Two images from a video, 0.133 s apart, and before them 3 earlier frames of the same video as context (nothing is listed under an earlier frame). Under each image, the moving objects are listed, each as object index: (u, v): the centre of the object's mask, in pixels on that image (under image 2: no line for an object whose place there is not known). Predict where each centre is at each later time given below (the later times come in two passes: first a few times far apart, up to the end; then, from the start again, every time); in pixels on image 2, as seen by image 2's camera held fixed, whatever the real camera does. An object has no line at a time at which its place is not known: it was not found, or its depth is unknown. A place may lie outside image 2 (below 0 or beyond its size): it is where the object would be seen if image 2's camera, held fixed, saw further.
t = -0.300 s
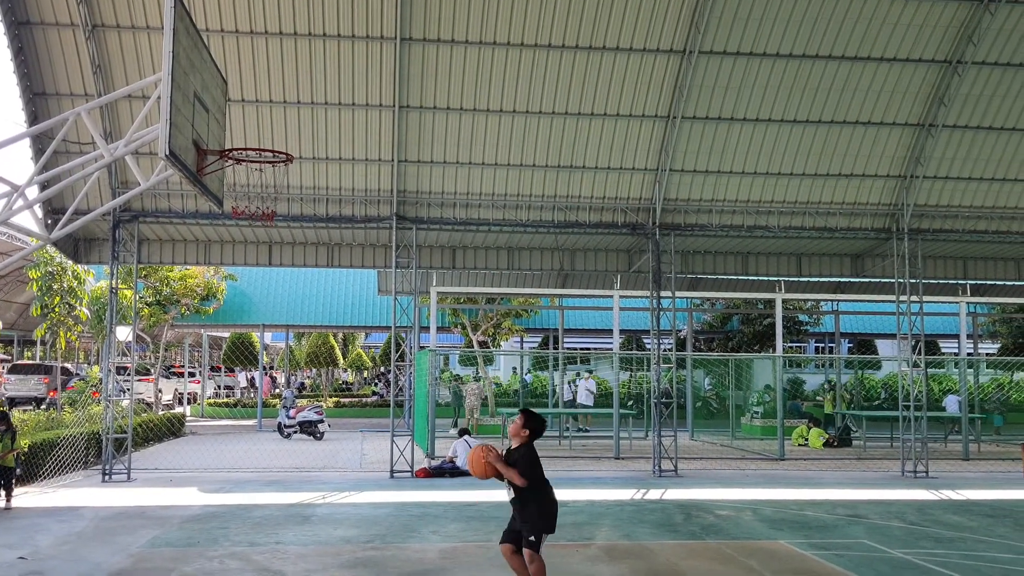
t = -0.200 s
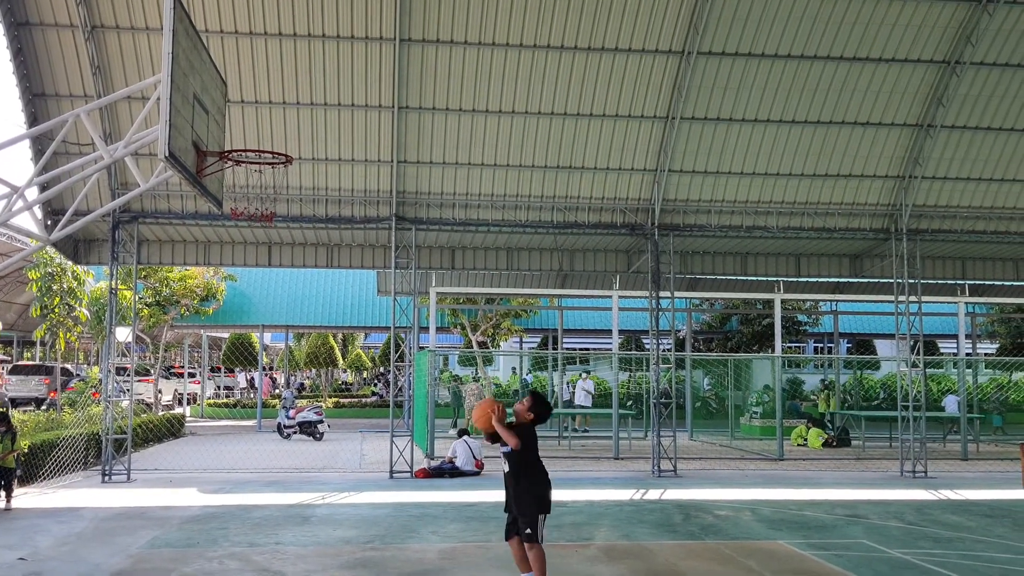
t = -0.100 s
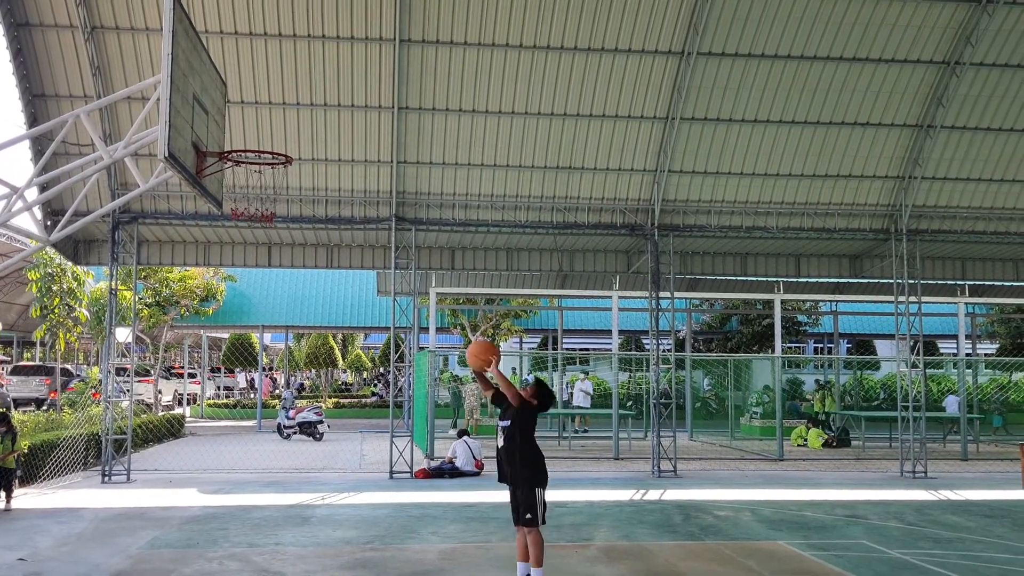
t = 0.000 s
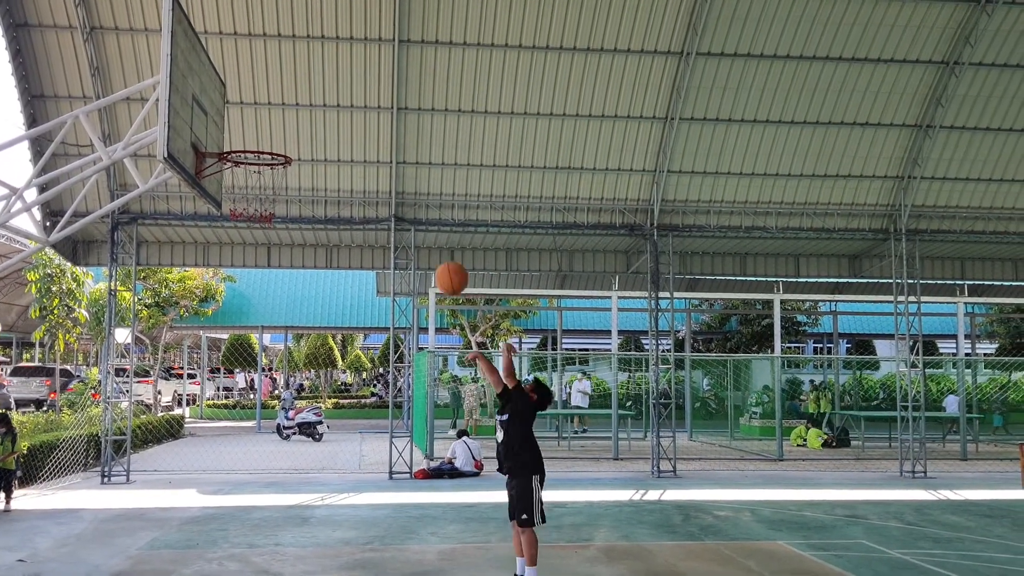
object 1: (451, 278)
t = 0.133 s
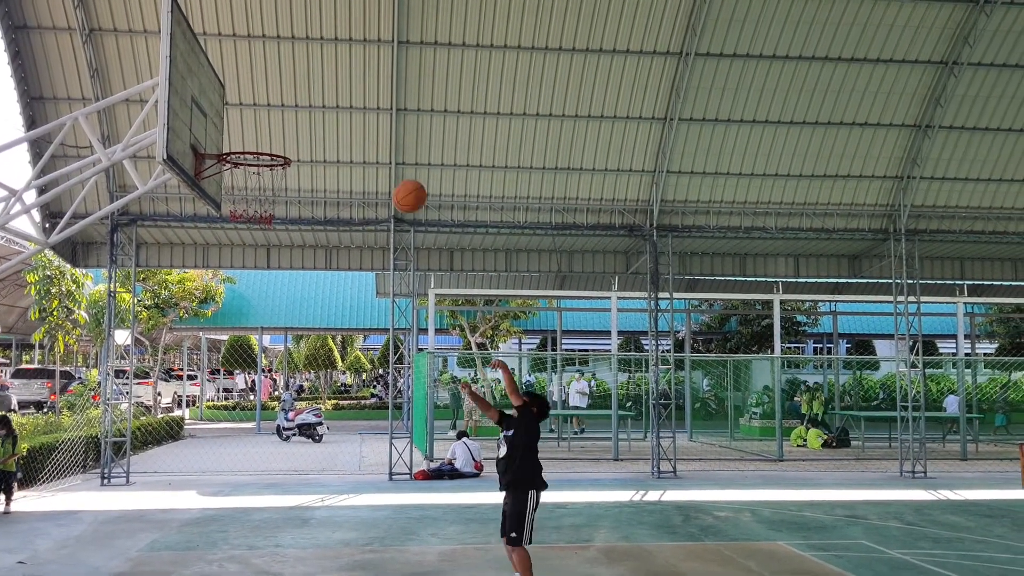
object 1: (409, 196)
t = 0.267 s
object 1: (368, 139)
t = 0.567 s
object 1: (273, 98)
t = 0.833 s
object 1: (240, 134)
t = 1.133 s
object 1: (326, 167)
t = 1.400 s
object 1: (399, 302)
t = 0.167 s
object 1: (399, 180)
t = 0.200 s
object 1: (389, 164)
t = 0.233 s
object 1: (378, 151)
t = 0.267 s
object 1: (368, 139)
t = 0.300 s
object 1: (358, 128)
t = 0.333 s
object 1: (347, 120)
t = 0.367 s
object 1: (337, 112)
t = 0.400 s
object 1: (326, 106)
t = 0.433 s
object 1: (316, 101)
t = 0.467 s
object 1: (305, 98)
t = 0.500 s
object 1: (295, 97)
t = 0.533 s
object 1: (284, 97)
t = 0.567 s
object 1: (273, 98)
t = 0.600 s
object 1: (263, 102)
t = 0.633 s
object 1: (252, 106)
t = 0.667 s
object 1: (241, 113)
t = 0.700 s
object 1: (230, 121)
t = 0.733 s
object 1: (219, 130)
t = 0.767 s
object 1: (220, 139)
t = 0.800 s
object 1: (230, 138)
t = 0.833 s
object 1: (240, 134)
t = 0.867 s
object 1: (250, 131)
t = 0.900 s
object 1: (259, 131)
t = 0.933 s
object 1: (269, 131)
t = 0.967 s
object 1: (279, 133)
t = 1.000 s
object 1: (289, 137)
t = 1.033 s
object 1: (298, 142)
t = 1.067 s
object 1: (308, 149)
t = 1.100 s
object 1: (317, 157)
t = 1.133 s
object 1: (326, 167)
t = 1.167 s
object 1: (336, 178)
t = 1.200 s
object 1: (345, 191)
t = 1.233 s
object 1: (354, 206)
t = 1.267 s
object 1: (363, 222)
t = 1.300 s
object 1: (373, 240)
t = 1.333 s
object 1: (382, 259)
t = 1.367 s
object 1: (390, 280)
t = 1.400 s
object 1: (399, 302)
